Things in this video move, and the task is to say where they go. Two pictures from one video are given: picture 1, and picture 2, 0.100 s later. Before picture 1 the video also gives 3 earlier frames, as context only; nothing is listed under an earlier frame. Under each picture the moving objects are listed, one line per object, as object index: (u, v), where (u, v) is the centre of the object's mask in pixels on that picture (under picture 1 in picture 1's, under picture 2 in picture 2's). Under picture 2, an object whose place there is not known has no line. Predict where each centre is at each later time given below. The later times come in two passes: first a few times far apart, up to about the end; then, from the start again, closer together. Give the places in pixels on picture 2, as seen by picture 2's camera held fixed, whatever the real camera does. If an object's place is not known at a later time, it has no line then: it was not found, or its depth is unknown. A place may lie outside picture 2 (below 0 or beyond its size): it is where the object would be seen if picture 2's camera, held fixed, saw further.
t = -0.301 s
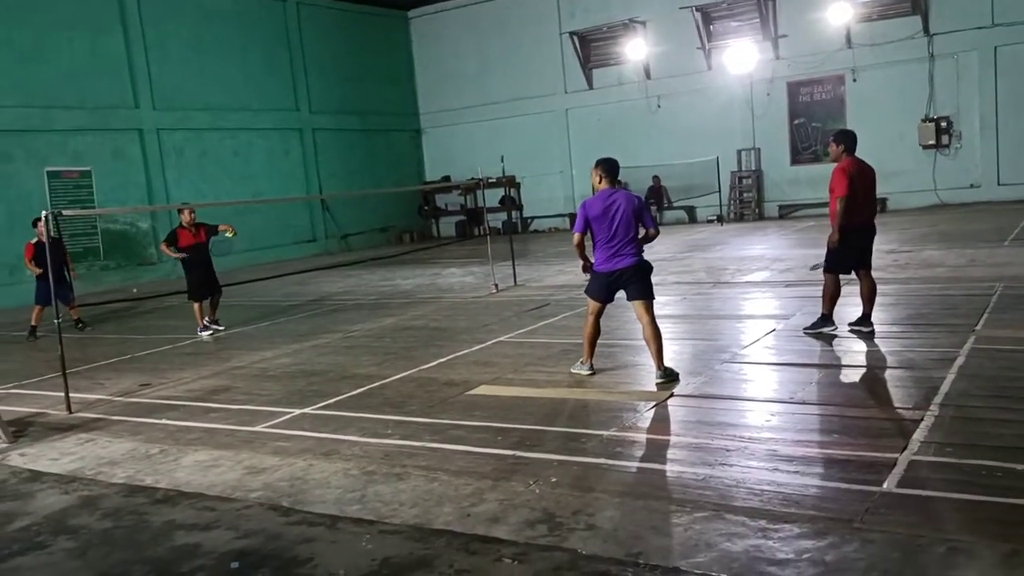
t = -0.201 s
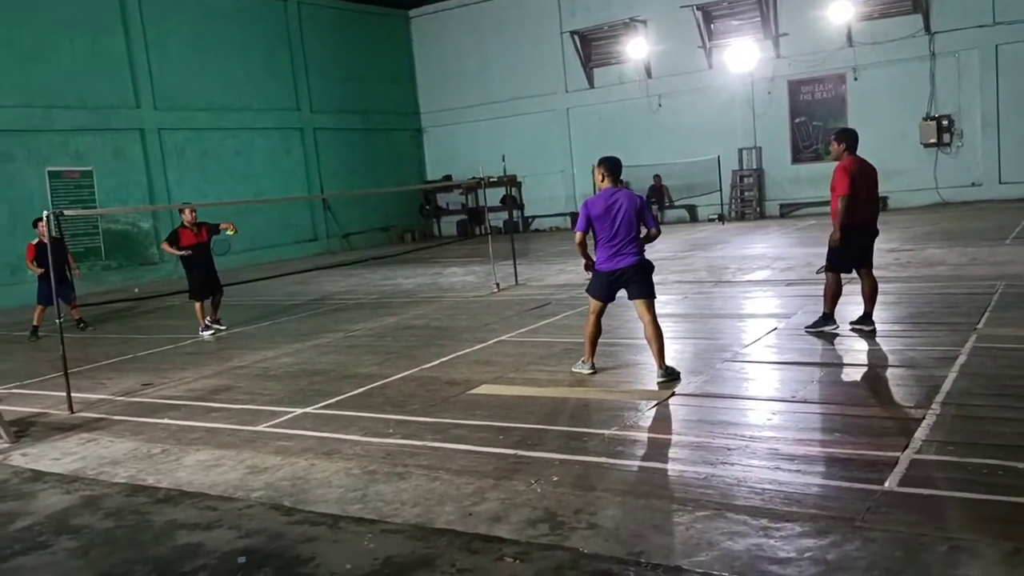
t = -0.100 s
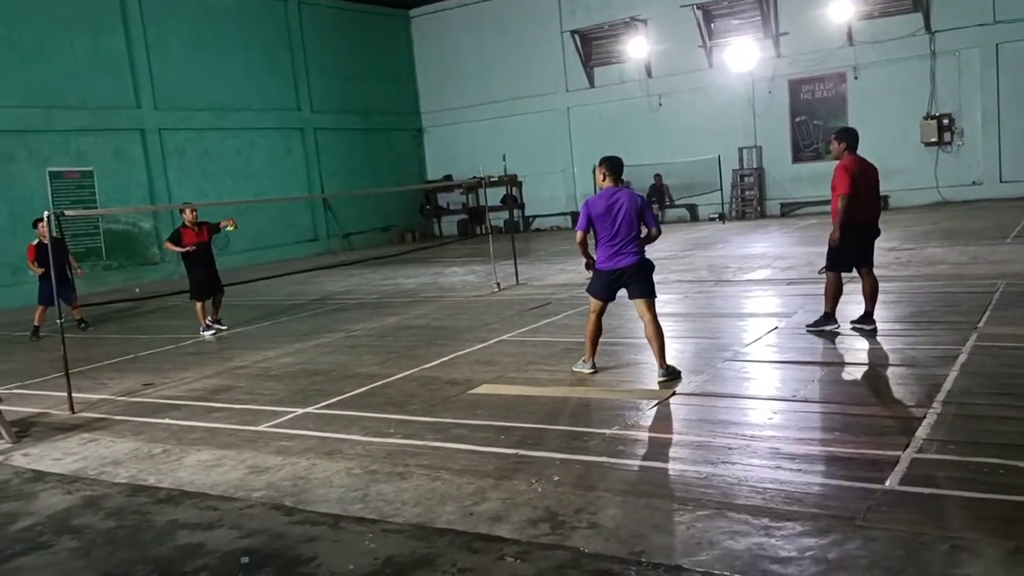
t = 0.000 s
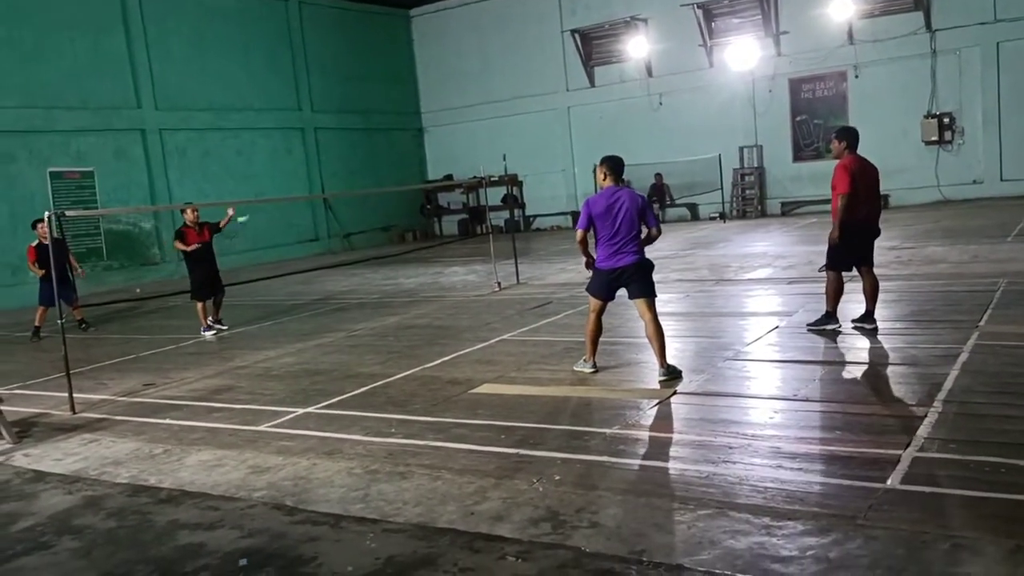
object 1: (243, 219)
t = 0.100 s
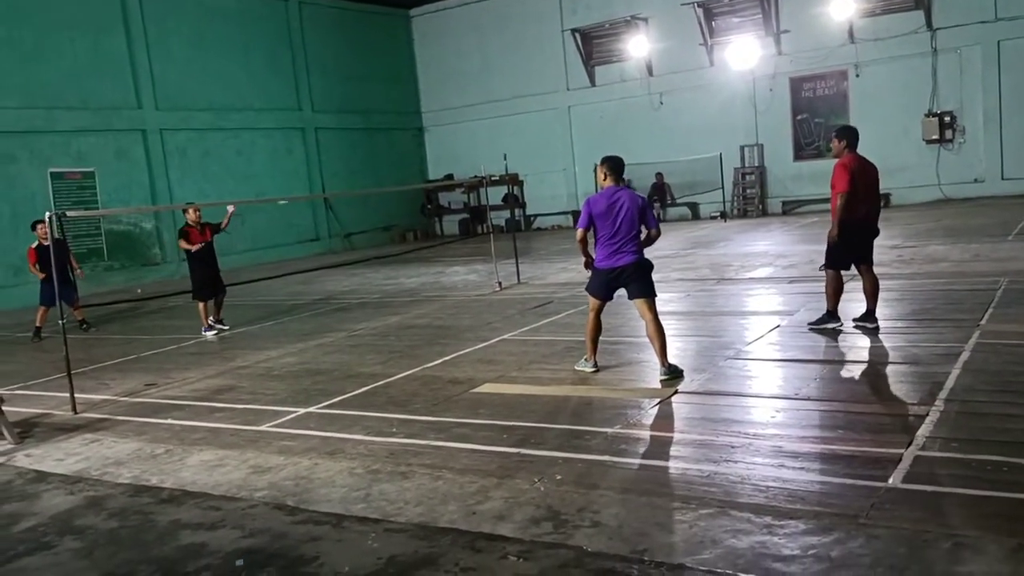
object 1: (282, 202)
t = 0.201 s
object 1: (322, 189)
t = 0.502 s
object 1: (432, 216)
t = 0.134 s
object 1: (299, 194)
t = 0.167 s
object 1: (311, 191)
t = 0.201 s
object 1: (322, 189)
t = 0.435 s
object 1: (408, 203)
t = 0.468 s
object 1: (420, 209)
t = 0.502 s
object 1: (432, 216)
